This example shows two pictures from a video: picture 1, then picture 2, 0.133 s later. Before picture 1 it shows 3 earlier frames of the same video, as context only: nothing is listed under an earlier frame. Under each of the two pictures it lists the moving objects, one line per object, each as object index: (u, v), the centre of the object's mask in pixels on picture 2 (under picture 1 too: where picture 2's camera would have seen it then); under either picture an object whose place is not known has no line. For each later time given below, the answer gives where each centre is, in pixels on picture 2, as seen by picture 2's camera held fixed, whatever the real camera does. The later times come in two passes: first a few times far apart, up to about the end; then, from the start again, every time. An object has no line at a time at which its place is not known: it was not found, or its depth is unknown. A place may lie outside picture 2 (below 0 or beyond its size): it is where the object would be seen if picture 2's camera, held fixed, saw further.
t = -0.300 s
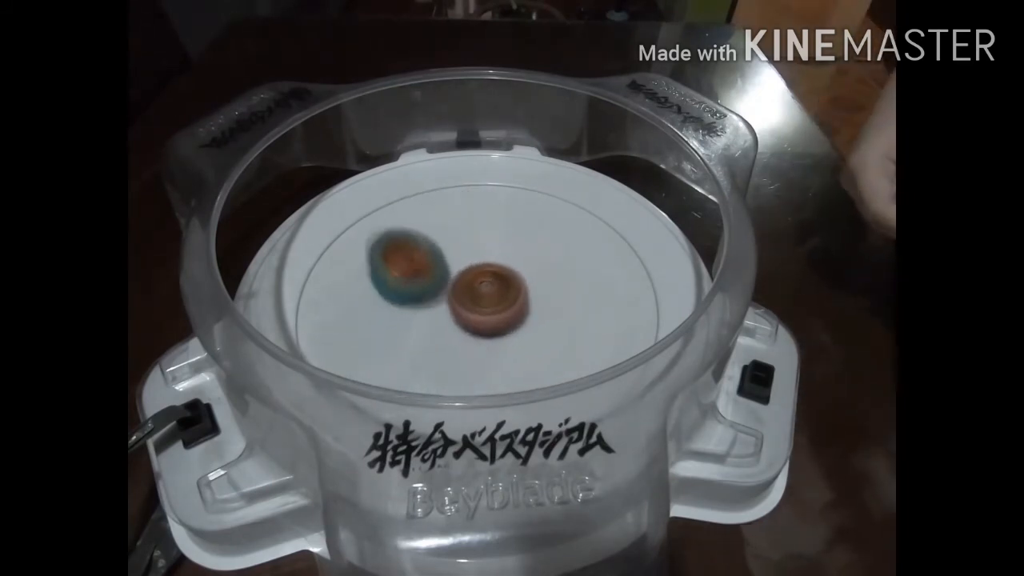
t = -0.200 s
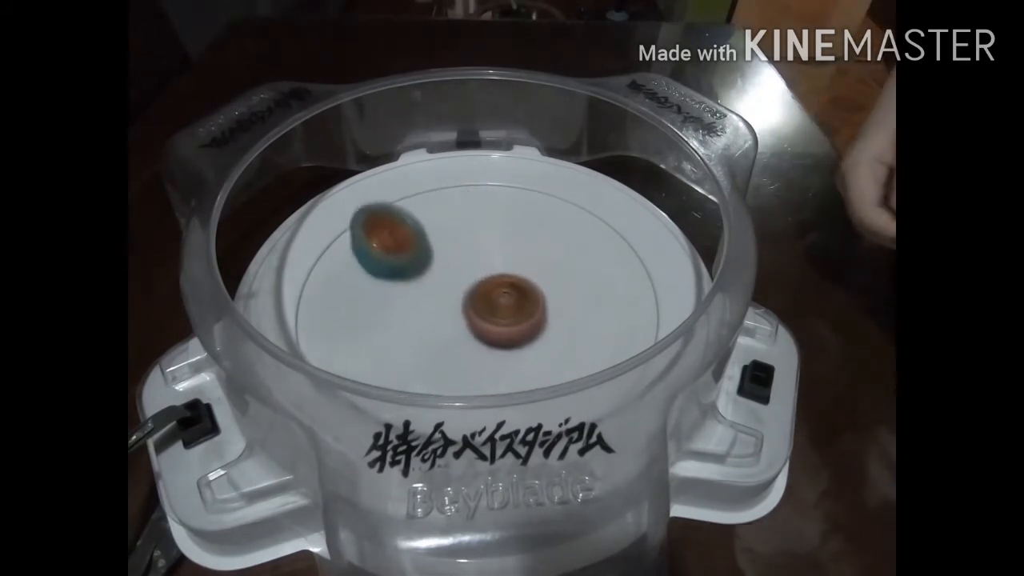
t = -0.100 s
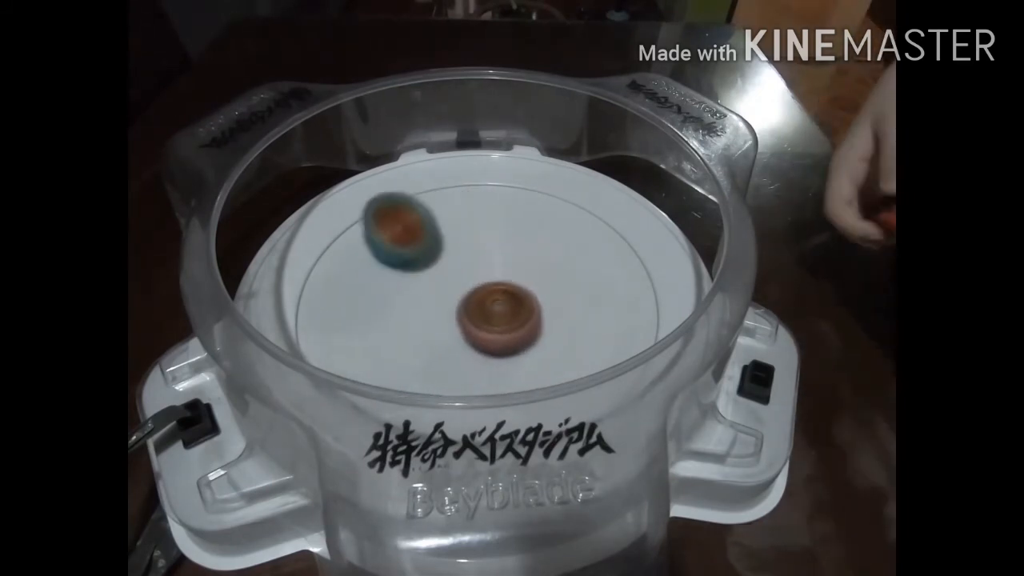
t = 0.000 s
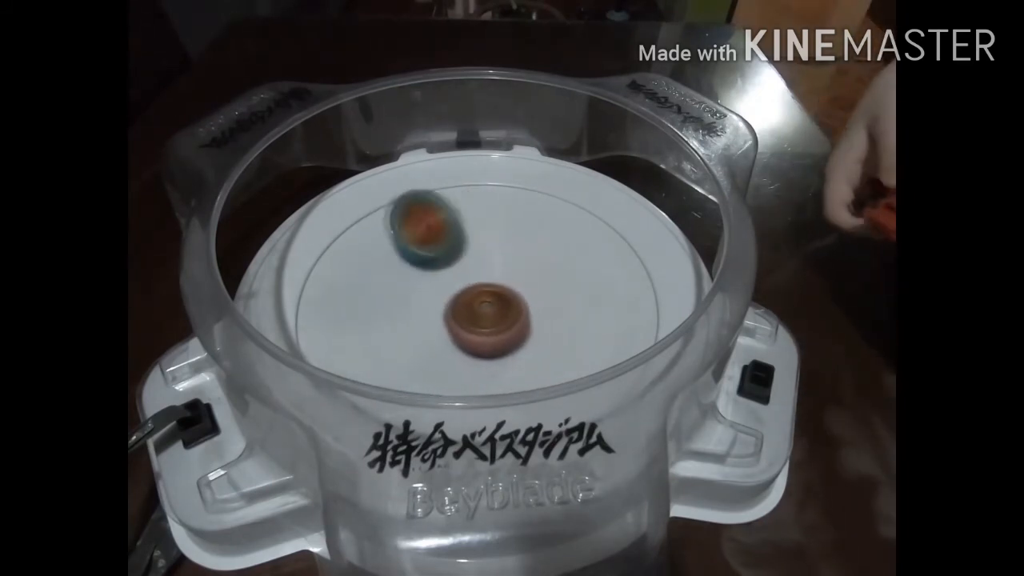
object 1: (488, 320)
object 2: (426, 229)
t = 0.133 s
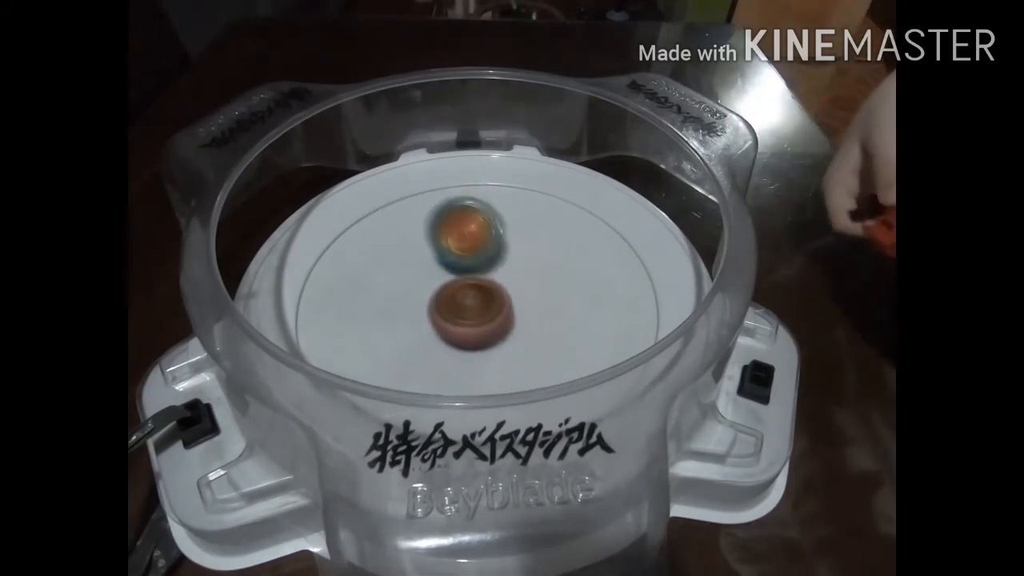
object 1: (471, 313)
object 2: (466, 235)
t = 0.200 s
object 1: (466, 306)
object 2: (488, 239)
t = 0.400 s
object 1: (457, 300)
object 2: (541, 254)
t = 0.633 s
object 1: (467, 293)
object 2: (569, 299)
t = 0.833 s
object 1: (479, 292)
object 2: (545, 342)
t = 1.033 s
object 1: (486, 289)
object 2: (485, 358)
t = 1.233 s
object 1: (494, 272)
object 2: (430, 341)
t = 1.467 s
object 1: (492, 271)
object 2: (410, 284)
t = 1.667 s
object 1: (519, 276)
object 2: (405, 253)
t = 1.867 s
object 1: (516, 289)
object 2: (452, 240)
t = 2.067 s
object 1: (539, 341)
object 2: (454, 211)
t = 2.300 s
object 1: (518, 353)
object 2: (480, 250)
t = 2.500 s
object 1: (487, 355)
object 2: (495, 281)
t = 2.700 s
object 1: (460, 344)
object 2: (482, 279)
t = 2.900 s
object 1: (446, 331)
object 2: (467, 264)
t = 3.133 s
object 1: (441, 315)
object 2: (473, 246)
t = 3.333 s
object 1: (439, 294)
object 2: (495, 242)
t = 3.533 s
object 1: (431, 284)
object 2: (532, 246)
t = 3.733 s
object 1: (429, 278)
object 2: (547, 268)
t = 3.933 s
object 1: (451, 284)
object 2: (531, 303)
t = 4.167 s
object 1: (457, 280)
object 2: (510, 332)
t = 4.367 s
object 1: (461, 274)
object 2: (489, 341)
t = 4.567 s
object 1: (479, 254)
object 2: (466, 343)
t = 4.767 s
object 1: (486, 248)
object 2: (463, 314)
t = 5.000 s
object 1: (497, 249)
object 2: (466, 313)
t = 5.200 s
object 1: (501, 262)
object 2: (464, 320)
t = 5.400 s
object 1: (509, 271)
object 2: (449, 331)
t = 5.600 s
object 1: (518, 279)
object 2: (442, 322)
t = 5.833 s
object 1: (521, 284)
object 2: (436, 310)
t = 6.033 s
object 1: (522, 290)
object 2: (439, 300)
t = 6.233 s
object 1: (523, 297)
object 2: (434, 292)
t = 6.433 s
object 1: (519, 303)
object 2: (436, 281)
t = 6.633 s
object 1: (523, 309)
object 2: (442, 274)
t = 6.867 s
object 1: (528, 326)
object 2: (447, 259)
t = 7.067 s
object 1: (528, 334)
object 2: (451, 251)
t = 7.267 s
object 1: (513, 325)
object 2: (463, 265)
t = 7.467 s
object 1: (506, 320)
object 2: (454, 272)
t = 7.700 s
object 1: (492, 320)
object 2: (444, 259)
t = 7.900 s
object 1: (483, 321)
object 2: (454, 255)
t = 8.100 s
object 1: (477, 329)
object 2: (464, 260)
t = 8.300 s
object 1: (474, 332)
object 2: (470, 263)
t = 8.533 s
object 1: (466, 330)
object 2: (471, 257)
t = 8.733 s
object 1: (457, 328)
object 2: (480, 260)
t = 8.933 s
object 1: (451, 328)
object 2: (487, 264)
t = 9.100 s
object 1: (446, 326)
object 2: (489, 267)
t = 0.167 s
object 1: (468, 309)
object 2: (477, 237)
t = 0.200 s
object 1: (466, 306)
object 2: (488, 239)
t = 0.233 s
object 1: (464, 306)
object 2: (499, 241)
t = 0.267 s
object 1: (461, 305)
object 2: (509, 241)
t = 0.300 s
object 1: (459, 304)
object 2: (517, 243)
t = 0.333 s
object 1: (457, 303)
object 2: (525, 247)
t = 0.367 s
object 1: (457, 302)
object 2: (534, 250)
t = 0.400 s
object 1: (457, 300)
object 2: (541, 254)
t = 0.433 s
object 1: (458, 299)
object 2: (548, 260)
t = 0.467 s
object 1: (459, 297)
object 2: (554, 265)
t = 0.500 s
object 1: (460, 296)
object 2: (559, 271)
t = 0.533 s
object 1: (462, 296)
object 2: (563, 278)
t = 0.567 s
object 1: (463, 294)
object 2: (566, 285)
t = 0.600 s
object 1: (465, 293)
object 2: (568, 292)
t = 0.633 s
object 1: (467, 293)
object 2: (569, 299)
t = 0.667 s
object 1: (469, 292)
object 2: (568, 307)
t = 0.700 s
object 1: (471, 292)
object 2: (566, 314)
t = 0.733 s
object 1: (473, 291)
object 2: (563, 322)
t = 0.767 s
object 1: (475, 291)
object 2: (559, 329)
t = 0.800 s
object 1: (477, 291)
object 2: (553, 335)
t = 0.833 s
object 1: (479, 292)
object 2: (545, 342)
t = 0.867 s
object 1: (481, 292)
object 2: (538, 347)
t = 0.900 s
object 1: (482, 292)
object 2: (529, 351)
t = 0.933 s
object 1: (483, 292)
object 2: (518, 354)
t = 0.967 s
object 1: (484, 291)
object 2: (507, 356)
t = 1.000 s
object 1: (485, 291)
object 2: (495, 357)
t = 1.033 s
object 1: (486, 289)
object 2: (485, 358)
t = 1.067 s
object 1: (486, 284)
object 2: (474, 360)
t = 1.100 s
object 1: (488, 280)
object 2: (465, 359)
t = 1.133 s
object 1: (489, 277)
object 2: (455, 357)
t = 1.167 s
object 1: (491, 275)
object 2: (446, 353)
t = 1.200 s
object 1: (493, 273)
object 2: (438, 348)
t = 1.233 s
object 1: (494, 272)
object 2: (430, 341)
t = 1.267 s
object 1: (494, 271)
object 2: (423, 334)
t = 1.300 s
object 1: (494, 270)
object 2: (418, 327)
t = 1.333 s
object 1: (494, 270)
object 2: (414, 318)
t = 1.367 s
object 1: (494, 269)
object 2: (411, 310)
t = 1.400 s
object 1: (493, 269)
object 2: (410, 302)
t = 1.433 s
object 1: (492, 270)
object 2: (409, 293)
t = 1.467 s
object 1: (492, 271)
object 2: (410, 284)
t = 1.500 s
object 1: (497, 270)
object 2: (403, 277)
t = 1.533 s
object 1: (505, 270)
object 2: (397, 271)
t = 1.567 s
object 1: (511, 271)
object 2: (394, 266)
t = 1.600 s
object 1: (515, 272)
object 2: (396, 262)
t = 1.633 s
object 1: (518, 274)
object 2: (400, 257)
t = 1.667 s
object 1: (519, 276)
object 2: (405, 253)
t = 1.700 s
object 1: (520, 279)
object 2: (412, 250)
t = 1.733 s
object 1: (520, 281)
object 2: (419, 247)
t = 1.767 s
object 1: (520, 282)
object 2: (427, 244)
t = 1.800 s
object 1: (519, 285)
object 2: (435, 243)
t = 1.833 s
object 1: (518, 287)
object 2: (444, 241)
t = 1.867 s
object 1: (516, 289)
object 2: (452, 240)
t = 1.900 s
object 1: (514, 292)
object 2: (460, 239)
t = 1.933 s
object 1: (517, 298)
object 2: (465, 234)
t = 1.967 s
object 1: (527, 311)
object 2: (460, 223)
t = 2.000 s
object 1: (536, 324)
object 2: (457, 216)
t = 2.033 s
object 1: (540, 334)
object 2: (455, 212)
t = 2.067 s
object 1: (539, 341)
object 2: (454, 211)
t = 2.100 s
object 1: (536, 345)
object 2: (455, 213)
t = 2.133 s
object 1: (533, 348)
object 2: (458, 217)
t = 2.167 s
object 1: (530, 349)
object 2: (462, 222)
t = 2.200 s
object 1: (528, 351)
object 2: (466, 229)
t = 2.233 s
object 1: (524, 352)
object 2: (471, 236)
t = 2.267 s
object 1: (522, 352)
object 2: (475, 243)
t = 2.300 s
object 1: (518, 353)
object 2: (480, 250)
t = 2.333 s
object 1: (514, 353)
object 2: (484, 258)
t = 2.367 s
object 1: (508, 353)
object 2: (488, 266)
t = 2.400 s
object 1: (502, 352)
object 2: (491, 275)
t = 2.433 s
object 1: (496, 351)
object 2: (493, 280)
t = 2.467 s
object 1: (492, 354)
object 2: (494, 280)
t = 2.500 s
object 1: (487, 355)
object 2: (495, 281)
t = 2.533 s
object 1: (482, 354)
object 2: (494, 281)
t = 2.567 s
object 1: (476, 352)
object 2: (493, 282)
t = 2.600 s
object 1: (471, 351)
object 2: (491, 282)
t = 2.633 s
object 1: (467, 350)
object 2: (489, 281)
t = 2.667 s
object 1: (463, 347)
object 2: (486, 280)
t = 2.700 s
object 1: (460, 344)
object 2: (482, 279)
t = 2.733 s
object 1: (457, 343)
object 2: (480, 277)
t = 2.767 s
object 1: (455, 342)
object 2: (477, 274)
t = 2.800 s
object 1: (453, 339)
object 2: (473, 272)
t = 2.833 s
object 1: (451, 336)
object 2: (471, 270)
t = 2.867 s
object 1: (448, 334)
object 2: (469, 267)
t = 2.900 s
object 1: (446, 331)
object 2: (467, 264)
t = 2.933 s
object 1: (445, 328)
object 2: (466, 262)
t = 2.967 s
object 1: (443, 324)
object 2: (465, 259)
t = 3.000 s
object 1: (442, 321)
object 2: (466, 257)
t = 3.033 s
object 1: (441, 320)
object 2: (468, 253)
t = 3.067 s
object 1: (441, 319)
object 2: (469, 250)
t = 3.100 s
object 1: (441, 318)
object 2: (472, 248)
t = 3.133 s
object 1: (441, 315)
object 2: (473, 246)
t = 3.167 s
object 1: (440, 312)
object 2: (476, 244)
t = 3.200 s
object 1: (440, 309)
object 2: (479, 243)
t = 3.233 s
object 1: (439, 305)
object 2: (482, 243)
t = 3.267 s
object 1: (440, 301)
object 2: (486, 242)
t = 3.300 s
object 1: (440, 296)
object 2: (489, 242)
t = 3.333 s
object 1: (439, 294)
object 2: (495, 242)
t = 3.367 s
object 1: (440, 292)
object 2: (500, 241)
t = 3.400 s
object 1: (441, 289)
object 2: (504, 242)
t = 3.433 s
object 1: (442, 286)
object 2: (509, 244)
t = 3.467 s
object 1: (440, 285)
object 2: (515, 245)
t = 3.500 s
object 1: (434, 285)
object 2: (525, 245)
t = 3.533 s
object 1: (431, 284)
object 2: (532, 246)
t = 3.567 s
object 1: (428, 282)
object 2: (536, 248)
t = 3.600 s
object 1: (427, 281)
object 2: (540, 250)
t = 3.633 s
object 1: (426, 280)
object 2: (542, 254)
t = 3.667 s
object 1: (426, 280)
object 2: (545, 259)
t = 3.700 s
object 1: (427, 279)
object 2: (546, 263)
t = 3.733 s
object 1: (429, 278)
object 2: (547, 268)
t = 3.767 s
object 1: (432, 279)
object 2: (547, 273)
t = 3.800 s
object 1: (436, 279)
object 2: (546, 279)
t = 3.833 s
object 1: (439, 280)
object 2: (543, 286)
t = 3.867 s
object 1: (443, 282)
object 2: (540, 292)
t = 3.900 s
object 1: (447, 283)
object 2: (536, 298)
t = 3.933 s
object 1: (451, 284)
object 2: (531, 303)
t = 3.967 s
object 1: (449, 283)
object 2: (533, 310)
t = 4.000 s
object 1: (447, 282)
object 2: (536, 316)
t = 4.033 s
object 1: (447, 282)
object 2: (535, 321)
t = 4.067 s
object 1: (449, 282)
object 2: (531, 325)
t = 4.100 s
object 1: (451, 281)
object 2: (524, 328)
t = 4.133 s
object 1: (454, 281)
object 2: (517, 330)
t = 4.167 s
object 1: (457, 280)
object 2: (510, 332)
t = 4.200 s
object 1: (457, 278)
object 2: (506, 334)
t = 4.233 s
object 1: (457, 276)
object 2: (505, 340)
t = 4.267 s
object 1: (456, 275)
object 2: (503, 343)
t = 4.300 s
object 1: (458, 275)
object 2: (500, 343)
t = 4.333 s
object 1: (460, 274)
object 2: (495, 343)
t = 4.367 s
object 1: (461, 274)
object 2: (489, 341)
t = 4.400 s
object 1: (464, 273)
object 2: (484, 338)
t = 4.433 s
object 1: (467, 272)
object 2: (479, 336)
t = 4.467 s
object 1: (471, 267)
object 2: (475, 340)
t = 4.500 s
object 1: (474, 261)
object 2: (471, 343)
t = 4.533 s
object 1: (477, 257)
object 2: (468, 344)
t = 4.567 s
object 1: (479, 254)
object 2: (466, 343)
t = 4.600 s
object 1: (481, 252)
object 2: (466, 339)
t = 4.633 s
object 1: (482, 250)
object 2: (464, 334)
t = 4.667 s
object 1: (484, 249)
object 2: (464, 329)
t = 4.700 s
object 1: (485, 249)
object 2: (463, 324)
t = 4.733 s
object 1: (485, 249)
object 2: (463, 319)
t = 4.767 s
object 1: (486, 248)
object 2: (463, 314)
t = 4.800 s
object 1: (488, 247)
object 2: (465, 309)
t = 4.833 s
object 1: (490, 246)
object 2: (466, 304)
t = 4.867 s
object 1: (493, 245)
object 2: (466, 302)
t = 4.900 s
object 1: (495, 245)
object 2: (465, 307)
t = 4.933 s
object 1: (495, 245)
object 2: (464, 311)
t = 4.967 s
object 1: (497, 246)
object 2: (465, 312)
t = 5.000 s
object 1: (497, 249)
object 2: (466, 313)
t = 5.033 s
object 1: (499, 251)
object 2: (468, 313)
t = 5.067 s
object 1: (500, 255)
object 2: (468, 313)
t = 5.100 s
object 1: (501, 258)
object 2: (468, 314)
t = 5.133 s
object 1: (501, 259)
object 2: (466, 317)
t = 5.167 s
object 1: (500, 260)
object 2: (465, 318)
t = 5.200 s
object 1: (501, 262)
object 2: (464, 320)
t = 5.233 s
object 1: (502, 265)
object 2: (464, 321)
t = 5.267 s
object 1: (504, 267)
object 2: (463, 321)
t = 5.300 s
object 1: (506, 269)
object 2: (458, 324)
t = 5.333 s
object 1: (508, 269)
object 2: (453, 328)
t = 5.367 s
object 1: (509, 269)
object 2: (451, 330)
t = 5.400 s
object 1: (509, 271)
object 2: (449, 331)
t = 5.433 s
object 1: (511, 271)
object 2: (448, 331)
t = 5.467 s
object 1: (512, 272)
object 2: (446, 330)
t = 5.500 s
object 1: (514, 273)
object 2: (444, 329)
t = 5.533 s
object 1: (515, 275)
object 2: (443, 327)
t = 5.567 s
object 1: (517, 277)
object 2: (442, 324)
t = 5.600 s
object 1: (518, 279)
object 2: (442, 322)
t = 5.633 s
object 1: (518, 282)
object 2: (442, 319)
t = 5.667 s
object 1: (518, 284)
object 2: (443, 316)
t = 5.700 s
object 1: (518, 285)
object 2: (442, 314)
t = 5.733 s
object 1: (522, 283)
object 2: (437, 314)
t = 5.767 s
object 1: (523, 281)
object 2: (434, 313)
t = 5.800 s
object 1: (521, 282)
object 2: (435, 312)
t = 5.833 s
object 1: (521, 284)
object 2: (436, 310)
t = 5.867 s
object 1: (521, 285)
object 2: (438, 307)
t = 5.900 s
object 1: (521, 287)
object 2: (440, 305)
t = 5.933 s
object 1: (521, 288)
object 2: (441, 304)
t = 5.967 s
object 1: (522, 288)
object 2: (441, 302)
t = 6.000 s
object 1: (521, 289)
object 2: (441, 301)
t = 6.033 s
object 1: (522, 290)
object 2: (439, 300)
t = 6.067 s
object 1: (522, 291)
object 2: (438, 299)
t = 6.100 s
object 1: (522, 292)
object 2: (438, 298)
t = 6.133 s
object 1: (521, 293)
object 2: (438, 297)
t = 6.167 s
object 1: (524, 294)
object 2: (435, 296)
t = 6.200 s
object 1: (524, 295)
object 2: (435, 294)
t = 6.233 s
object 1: (523, 297)
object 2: (434, 292)
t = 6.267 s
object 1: (523, 298)
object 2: (436, 290)
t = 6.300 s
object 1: (520, 299)
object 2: (437, 288)
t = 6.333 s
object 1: (519, 301)
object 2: (437, 286)
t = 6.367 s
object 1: (519, 302)
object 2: (437, 284)
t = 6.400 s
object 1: (520, 302)
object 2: (435, 282)
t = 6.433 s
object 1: (519, 303)
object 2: (436, 281)
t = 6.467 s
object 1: (517, 304)
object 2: (437, 280)
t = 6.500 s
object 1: (516, 305)
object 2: (438, 278)
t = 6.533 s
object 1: (518, 306)
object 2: (438, 277)
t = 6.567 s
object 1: (520, 307)
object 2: (438, 275)
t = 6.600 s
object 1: (522, 308)
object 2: (439, 274)
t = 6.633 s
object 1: (523, 309)
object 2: (442, 274)
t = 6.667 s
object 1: (521, 310)
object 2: (444, 274)
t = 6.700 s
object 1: (521, 311)
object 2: (447, 273)
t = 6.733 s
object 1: (521, 311)
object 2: (449, 273)
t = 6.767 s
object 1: (518, 312)
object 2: (451, 272)
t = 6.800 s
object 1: (518, 314)
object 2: (453, 270)
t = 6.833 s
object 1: (524, 320)
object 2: (451, 266)
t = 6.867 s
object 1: (528, 326)
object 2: (447, 259)
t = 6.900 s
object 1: (532, 330)
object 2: (445, 255)
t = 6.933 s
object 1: (532, 333)
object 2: (445, 253)
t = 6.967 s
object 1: (532, 334)
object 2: (447, 252)
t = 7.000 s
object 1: (532, 334)
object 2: (448, 251)
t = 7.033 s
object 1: (530, 333)
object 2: (449, 251)
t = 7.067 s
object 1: (528, 334)
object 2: (451, 251)
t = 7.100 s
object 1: (525, 334)
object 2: (453, 252)
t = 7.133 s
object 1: (523, 334)
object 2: (456, 254)
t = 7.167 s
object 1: (522, 333)
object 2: (458, 256)
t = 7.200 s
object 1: (520, 331)
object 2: (460, 258)
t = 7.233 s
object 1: (517, 328)
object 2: (462, 262)
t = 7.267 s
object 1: (513, 325)
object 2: (463, 265)
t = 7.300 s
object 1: (509, 322)
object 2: (463, 267)
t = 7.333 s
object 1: (506, 320)
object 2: (462, 269)
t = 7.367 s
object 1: (505, 321)
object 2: (461, 269)
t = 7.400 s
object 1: (505, 321)
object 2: (458, 271)
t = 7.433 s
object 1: (506, 320)
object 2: (456, 272)
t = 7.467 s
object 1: (506, 320)
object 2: (454, 272)
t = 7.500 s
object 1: (505, 321)
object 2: (451, 271)
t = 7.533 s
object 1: (505, 320)
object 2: (448, 270)
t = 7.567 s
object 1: (502, 319)
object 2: (447, 268)
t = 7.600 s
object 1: (498, 320)
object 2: (445, 266)
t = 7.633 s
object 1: (496, 319)
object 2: (444, 263)
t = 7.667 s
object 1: (492, 319)
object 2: (444, 262)
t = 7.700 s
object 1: (492, 320)
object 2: (444, 259)
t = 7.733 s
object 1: (494, 320)
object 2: (445, 257)
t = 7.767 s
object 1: (492, 319)
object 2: (447, 256)
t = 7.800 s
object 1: (491, 319)
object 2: (449, 255)
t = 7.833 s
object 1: (489, 320)
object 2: (451, 255)
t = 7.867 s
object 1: (486, 320)
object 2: (452, 255)
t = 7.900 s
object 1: (483, 321)
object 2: (454, 255)
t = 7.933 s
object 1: (481, 323)
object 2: (455, 253)
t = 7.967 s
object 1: (481, 324)
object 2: (458, 253)
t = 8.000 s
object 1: (477, 324)
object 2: (460, 254)
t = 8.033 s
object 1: (476, 325)
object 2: (462, 256)
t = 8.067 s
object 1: (477, 327)
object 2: (462, 258)
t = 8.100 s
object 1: (477, 329)
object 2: (464, 260)
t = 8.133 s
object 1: (476, 329)
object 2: (466, 262)
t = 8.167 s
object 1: (474, 329)
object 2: (466, 263)
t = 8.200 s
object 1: (473, 329)
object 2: (466, 265)
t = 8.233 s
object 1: (472, 330)
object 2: (466, 265)
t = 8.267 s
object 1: (474, 331)
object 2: (468, 266)
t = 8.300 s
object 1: (474, 332)
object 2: (470, 263)
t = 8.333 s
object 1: (474, 331)
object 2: (471, 263)
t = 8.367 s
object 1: (472, 330)
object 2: (471, 262)
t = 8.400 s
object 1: (470, 329)
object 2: (470, 261)
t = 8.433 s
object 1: (468, 331)
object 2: (470, 260)
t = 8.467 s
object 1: (467, 330)
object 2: (470, 258)
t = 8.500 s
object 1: (466, 330)
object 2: (471, 257)
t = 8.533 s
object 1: (466, 330)
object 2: (471, 257)
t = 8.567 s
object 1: (465, 328)
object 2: (472, 257)
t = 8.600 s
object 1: (465, 326)
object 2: (473, 256)
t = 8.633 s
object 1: (464, 325)
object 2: (474, 256)
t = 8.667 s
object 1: (463, 327)
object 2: (475, 256)
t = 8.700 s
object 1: (460, 329)
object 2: (478, 258)
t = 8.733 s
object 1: (457, 328)
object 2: (480, 260)
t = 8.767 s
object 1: (453, 327)
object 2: (481, 262)
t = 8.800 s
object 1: (450, 330)
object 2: (484, 263)
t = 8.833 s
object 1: (449, 332)
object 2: (486, 262)
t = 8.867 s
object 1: (450, 331)
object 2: (487, 264)
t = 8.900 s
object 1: (452, 329)
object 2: (487, 265)
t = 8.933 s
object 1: (451, 328)
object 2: (487, 264)
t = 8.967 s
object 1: (451, 327)
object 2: (487, 264)
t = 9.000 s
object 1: (450, 326)
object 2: (487, 265)
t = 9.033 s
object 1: (449, 326)
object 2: (487, 266)
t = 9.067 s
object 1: (448, 325)
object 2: (488, 266)
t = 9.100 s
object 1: (446, 326)
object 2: (489, 267)
